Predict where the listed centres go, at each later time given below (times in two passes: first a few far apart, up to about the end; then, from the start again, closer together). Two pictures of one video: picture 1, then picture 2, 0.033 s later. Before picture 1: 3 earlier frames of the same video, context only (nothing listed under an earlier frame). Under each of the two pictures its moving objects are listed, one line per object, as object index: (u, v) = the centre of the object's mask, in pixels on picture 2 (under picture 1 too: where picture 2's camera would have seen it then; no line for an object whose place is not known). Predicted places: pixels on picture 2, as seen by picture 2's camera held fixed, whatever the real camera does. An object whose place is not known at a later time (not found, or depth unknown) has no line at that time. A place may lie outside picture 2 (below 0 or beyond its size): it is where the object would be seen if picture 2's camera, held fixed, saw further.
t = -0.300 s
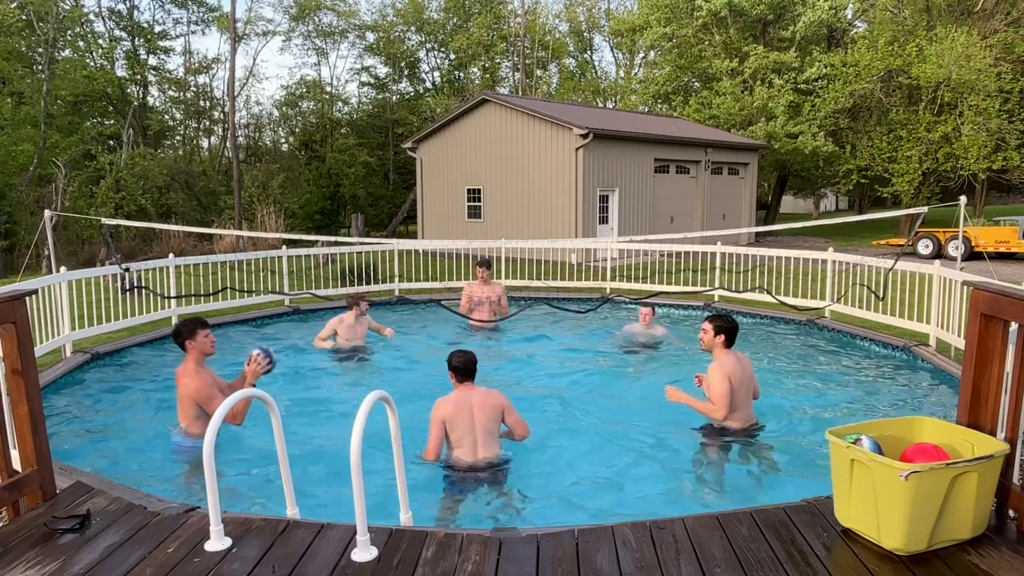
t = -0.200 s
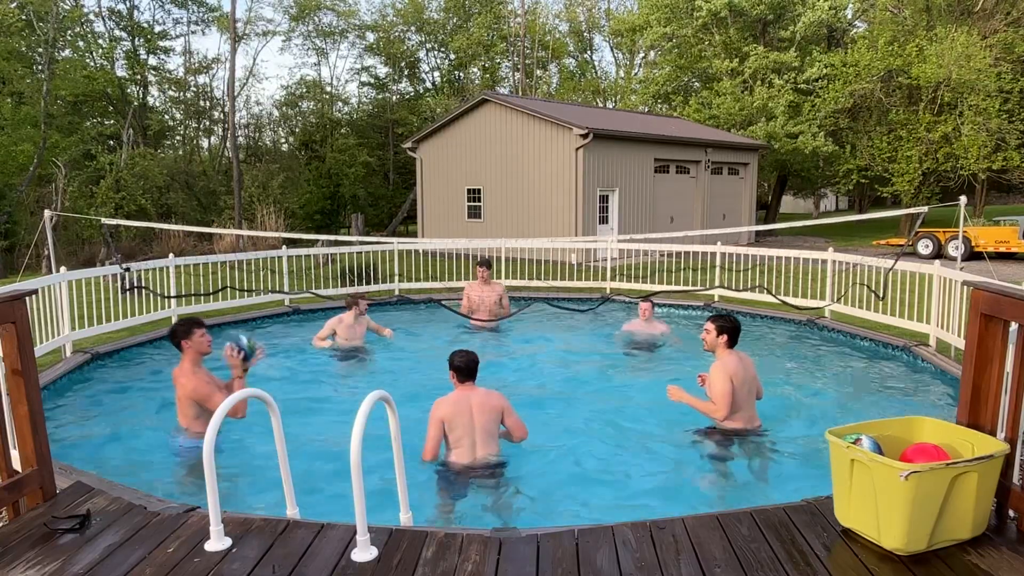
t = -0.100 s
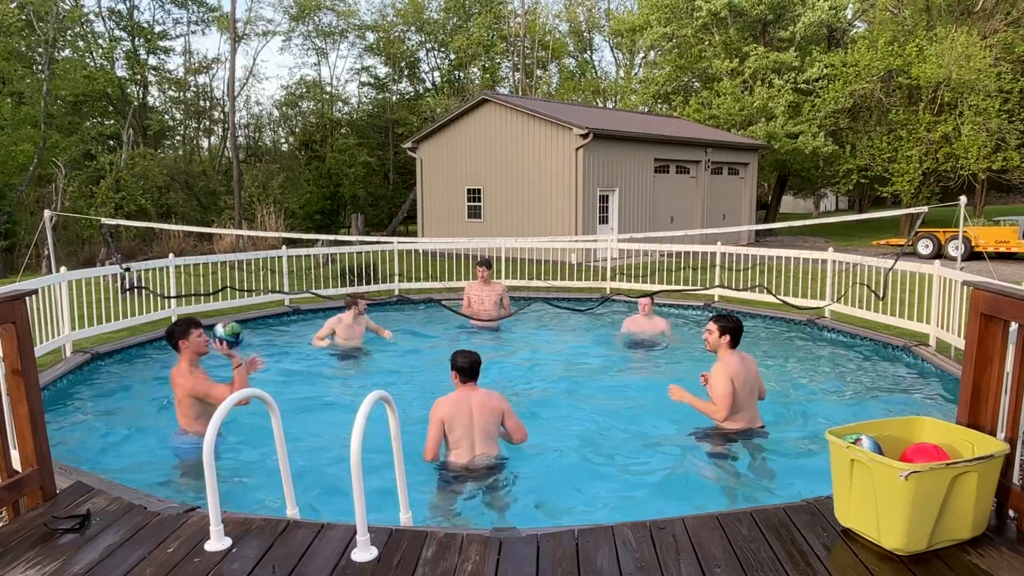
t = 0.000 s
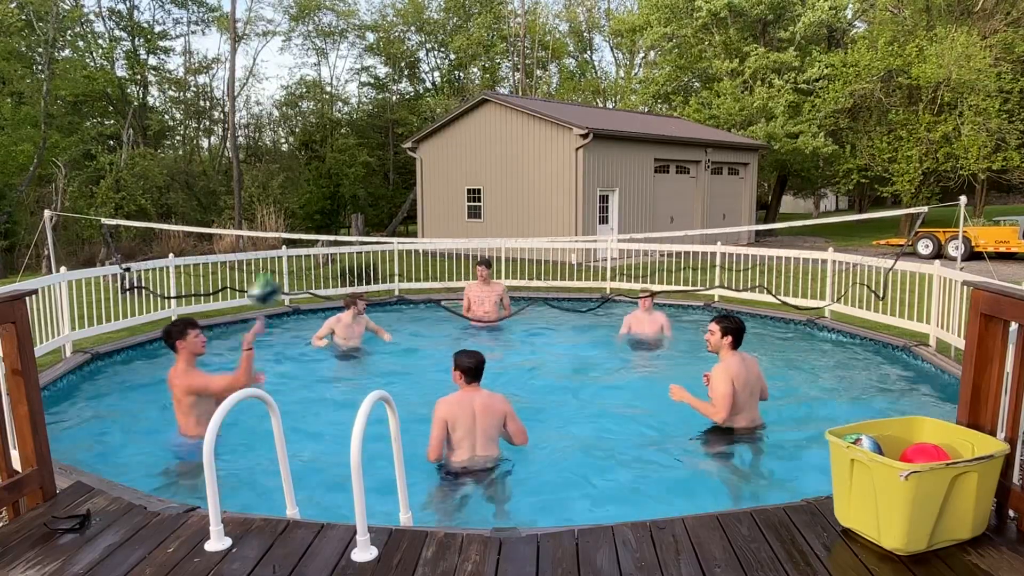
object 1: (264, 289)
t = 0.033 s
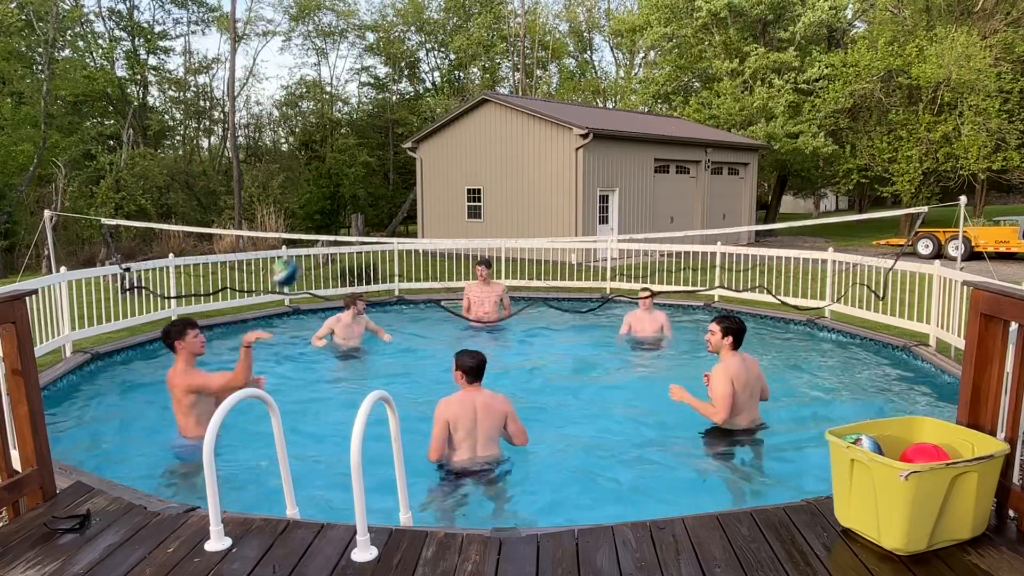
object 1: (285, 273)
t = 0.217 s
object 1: (398, 209)
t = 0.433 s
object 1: (527, 200)
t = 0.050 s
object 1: (295, 264)
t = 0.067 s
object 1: (307, 255)
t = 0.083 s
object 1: (318, 249)
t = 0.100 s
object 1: (328, 242)
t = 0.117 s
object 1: (337, 236)
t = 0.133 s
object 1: (346, 231)
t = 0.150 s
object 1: (358, 225)
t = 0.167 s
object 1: (368, 222)
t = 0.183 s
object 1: (377, 217)
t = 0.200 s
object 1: (387, 214)
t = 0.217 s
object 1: (398, 209)
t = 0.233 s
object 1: (407, 206)
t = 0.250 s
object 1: (419, 203)
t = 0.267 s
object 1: (430, 201)
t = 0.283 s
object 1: (439, 200)
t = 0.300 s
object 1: (449, 198)
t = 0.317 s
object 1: (459, 197)
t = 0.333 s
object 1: (469, 196)
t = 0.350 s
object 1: (478, 196)
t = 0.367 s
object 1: (488, 196)
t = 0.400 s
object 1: (508, 197)
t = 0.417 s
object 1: (517, 198)
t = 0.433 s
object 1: (527, 200)
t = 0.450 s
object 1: (537, 202)
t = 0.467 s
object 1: (545, 204)
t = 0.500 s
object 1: (564, 211)
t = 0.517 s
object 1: (573, 215)
